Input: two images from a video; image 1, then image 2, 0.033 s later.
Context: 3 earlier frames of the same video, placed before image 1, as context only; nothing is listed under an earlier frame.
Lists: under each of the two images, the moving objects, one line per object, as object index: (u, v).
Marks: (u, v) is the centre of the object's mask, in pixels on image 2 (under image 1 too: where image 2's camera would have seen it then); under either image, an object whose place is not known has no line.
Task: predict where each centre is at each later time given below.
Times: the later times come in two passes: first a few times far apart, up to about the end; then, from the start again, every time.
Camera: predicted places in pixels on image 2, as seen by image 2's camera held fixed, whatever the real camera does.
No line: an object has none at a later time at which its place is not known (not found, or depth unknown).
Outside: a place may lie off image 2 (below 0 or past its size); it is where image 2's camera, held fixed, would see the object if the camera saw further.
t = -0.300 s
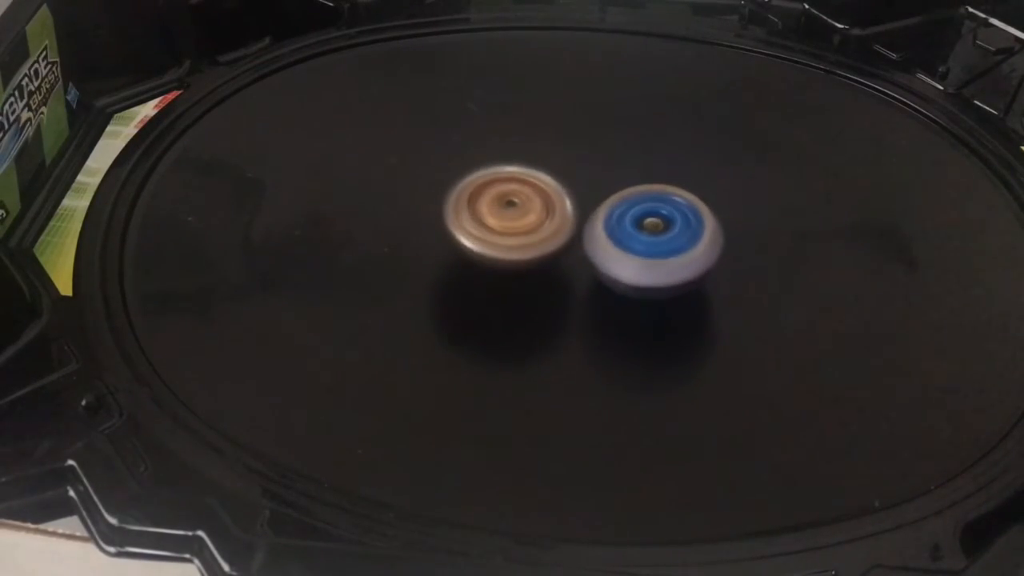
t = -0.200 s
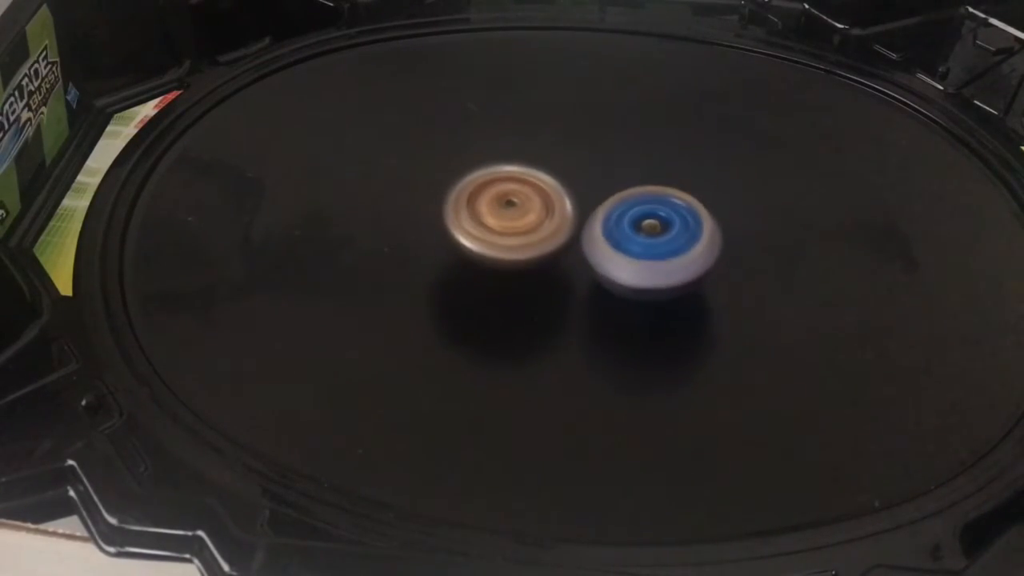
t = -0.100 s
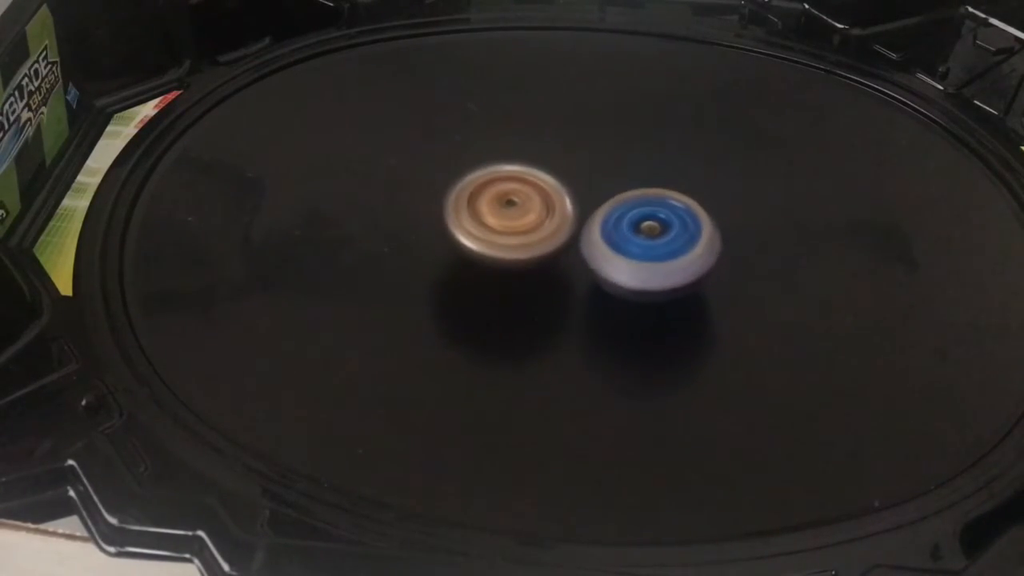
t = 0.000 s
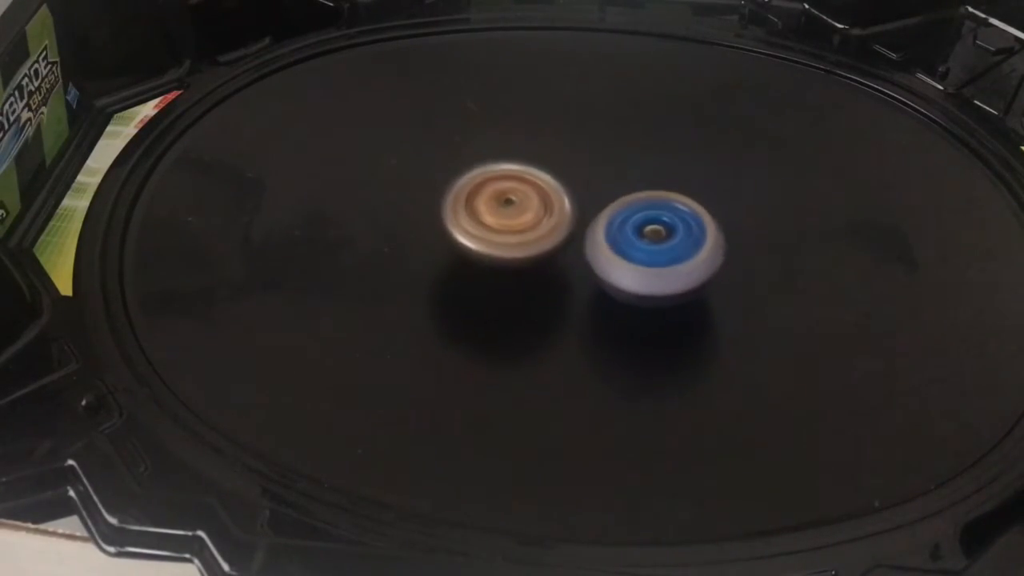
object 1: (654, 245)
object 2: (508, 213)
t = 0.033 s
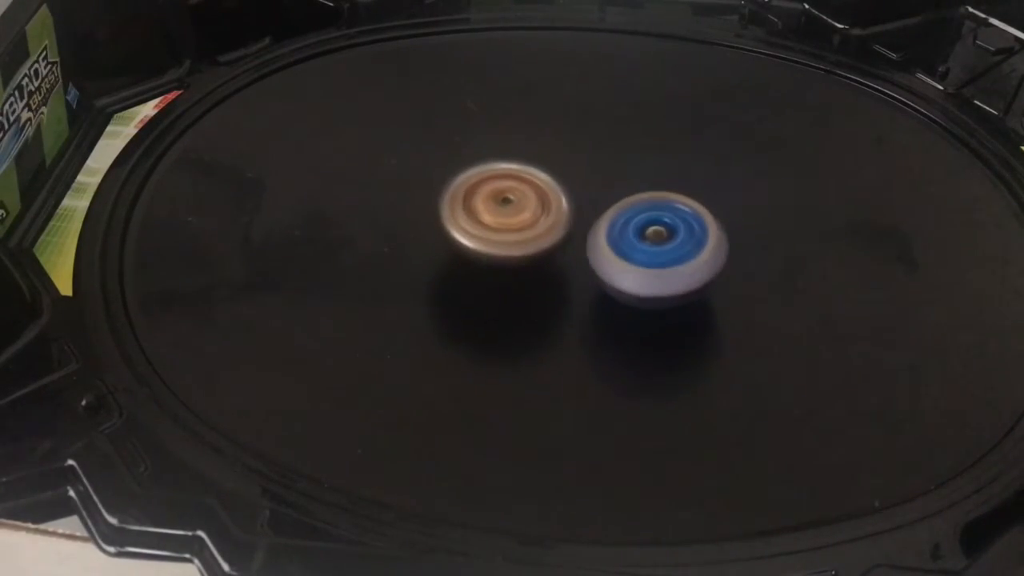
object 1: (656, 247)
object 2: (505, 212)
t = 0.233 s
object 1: (658, 251)
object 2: (514, 216)
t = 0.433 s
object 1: (655, 253)
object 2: (515, 209)
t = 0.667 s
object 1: (668, 259)
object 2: (502, 206)
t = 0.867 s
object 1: (665, 257)
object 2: (508, 214)
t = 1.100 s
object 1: (659, 248)
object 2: (514, 215)
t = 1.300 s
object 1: (670, 243)
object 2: (511, 214)
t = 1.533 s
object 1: (667, 239)
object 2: (516, 220)
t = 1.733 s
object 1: (660, 235)
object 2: (514, 219)
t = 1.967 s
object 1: (665, 235)
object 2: (499, 220)
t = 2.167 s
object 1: (652, 237)
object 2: (501, 225)
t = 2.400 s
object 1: (649, 234)
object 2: (505, 226)
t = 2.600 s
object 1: (656, 234)
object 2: (507, 225)
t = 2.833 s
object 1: (659, 238)
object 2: (515, 220)
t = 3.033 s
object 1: (659, 243)
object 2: (514, 214)
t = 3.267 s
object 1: (655, 250)
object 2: (511, 212)
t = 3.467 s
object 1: (651, 252)
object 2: (510, 213)
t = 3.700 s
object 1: (654, 254)
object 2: (503, 212)
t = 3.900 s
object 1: (647, 251)
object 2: (507, 215)
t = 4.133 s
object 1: (657, 250)
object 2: (507, 217)
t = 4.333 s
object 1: (656, 248)
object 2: (515, 217)
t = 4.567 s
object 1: (658, 245)
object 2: (517, 214)
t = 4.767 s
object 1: (655, 246)
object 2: (512, 214)
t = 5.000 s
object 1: (660, 249)
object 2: (506, 214)
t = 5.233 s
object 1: (661, 254)
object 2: (508, 218)
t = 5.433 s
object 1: (653, 251)
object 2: (512, 218)
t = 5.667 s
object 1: (661, 250)
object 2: (509, 217)
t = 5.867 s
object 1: (655, 247)
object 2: (513, 217)
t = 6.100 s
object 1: (663, 244)
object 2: (514, 214)
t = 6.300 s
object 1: (658, 242)
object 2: (516, 215)
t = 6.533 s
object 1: (659, 245)
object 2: (507, 211)
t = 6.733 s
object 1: (650, 243)
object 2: (508, 214)
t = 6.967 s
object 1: (659, 247)
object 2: (508, 216)
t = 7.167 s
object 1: (650, 236)
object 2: (508, 219)
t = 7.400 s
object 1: (645, 245)
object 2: (504, 217)
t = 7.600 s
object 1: (647, 246)
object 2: (504, 215)
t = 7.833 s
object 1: (642, 251)
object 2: (511, 213)
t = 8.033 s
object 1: (647, 246)
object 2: (512, 211)
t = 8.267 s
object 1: (651, 253)
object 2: (515, 210)
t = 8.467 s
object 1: (625, 272)
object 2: (513, 205)
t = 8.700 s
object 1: (583, 295)
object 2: (521, 202)
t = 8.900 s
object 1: (552, 303)
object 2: (536, 202)
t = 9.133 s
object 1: (497, 297)
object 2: (565, 210)
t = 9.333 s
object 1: (444, 250)
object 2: (577, 230)
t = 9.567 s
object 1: (450, 214)
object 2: (570, 244)
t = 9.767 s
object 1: (452, 207)
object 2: (576, 245)
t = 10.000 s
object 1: (453, 214)
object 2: (577, 255)
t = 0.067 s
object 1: (658, 248)
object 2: (505, 212)
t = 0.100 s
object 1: (659, 249)
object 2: (506, 212)
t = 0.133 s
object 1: (658, 250)
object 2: (508, 213)
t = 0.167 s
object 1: (659, 250)
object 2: (510, 214)
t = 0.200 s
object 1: (658, 251)
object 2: (512, 215)
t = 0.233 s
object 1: (658, 251)
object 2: (514, 216)
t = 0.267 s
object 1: (656, 251)
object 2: (516, 216)
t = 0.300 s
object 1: (656, 251)
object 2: (517, 215)
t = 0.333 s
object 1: (655, 252)
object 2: (517, 213)
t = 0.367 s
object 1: (655, 252)
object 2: (517, 211)
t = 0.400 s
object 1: (656, 253)
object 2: (515, 209)
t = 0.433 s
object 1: (655, 253)
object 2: (515, 209)
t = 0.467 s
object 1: (656, 254)
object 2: (515, 209)
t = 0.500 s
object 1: (654, 254)
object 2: (516, 209)
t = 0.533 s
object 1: (652, 253)
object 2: (516, 210)
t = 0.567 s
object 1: (656, 255)
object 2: (514, 209)
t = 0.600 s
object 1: (663, 258)
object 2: (507, 207)
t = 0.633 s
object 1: (665, 258)
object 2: (504, 207)
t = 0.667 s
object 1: (668, 259)
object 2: (502, 206)
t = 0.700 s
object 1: (668, 259)
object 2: (501, 206)
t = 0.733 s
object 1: (668, 259)
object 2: (502, 207)
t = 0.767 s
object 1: (669, 259)
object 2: (503, 208)
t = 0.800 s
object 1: (667, 259)
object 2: (504, 210)
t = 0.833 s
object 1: (666, 258)
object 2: (506, 212)
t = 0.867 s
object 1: (665, 257)
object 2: (508, 214)
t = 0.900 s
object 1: (662, 256)
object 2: (510, 216)
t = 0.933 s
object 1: (660, 255)
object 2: (513, 218)
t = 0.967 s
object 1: (657, 253)
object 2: (516, 219)
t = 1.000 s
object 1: (658, 252)
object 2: (516, 218)
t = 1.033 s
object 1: (657, 251)
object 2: (516, 217)
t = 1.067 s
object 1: (659, 249)
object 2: (514, 215)
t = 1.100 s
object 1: (659, 248)
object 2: (514, 215)
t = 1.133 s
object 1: (659, 246)
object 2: (515, 214)
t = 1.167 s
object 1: (659, 246)
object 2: (516, 214)
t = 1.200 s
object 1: (659, 245)
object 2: (516, 215)
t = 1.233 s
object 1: (665, 244)
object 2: (513, 213)
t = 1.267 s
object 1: (667, 244)
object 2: (511, 213)
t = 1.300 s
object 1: (670, 243)
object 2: (511, 214)
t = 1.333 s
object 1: (670, 243)
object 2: (510, 215)
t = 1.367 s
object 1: (671, 242)
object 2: (511, 217)
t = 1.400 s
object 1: (671, 242)
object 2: (511, 218)
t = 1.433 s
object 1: (671, 241)
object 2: (512, 219)
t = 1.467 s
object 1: (671, 240)
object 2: (514, 220)
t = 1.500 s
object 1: (669, 240)
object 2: (515, 220)
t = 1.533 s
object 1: (667, 239)
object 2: (516, 220)
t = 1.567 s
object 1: (665, 239)
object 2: (517, 220)
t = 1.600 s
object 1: (662, 238)
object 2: (518, 220)
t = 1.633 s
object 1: (662, 237)
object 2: (517, 220)
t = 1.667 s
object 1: (662, 237)
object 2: (515, 219)
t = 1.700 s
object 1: (661, 235)
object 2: (514, 219)
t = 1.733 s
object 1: (660, 235)
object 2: (514, 219)
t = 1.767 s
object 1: (660, 235)
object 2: (512, 218)
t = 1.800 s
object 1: (664, 235)
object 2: (507, 217)
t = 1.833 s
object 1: (664, 236)
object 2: (504, 217)
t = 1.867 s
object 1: (666, 236)
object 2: (502, 218)
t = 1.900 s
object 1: (665, 236)
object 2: (501, 219)
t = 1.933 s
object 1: (665, 236)
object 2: (500, 219)
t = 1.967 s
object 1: (665, 235)
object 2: (499, 220)
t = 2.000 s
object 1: (664, 237)
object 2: (498, 221)
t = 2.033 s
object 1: (662, 237)
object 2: (498, 222)
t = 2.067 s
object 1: (661, 237)
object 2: (498, 222)
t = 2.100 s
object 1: (658, 237)
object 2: (499, 223)
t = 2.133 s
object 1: (655, 237)
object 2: (500, 224)
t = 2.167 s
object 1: (652, 237)
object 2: (501, 225)
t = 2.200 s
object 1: (648, 236)
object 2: (503, 226)
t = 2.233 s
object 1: (651, 235)
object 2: (502, 225)
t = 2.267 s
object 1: (655, 237)
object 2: (501, 224)
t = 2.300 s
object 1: (654, 235)
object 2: (501, 224)
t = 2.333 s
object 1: (653, 234)
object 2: (502, 225)
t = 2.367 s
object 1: (652, 233)
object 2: (504, 225)
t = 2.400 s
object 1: (649, 234)
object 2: (505, 226)
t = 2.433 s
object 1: (651, 233)
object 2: (505, 226)
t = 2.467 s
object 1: (651, 234)
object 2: (507, 225)
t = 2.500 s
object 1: (651, 234)
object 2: (507, 225)
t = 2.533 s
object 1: (656, 234)
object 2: (506, 224)
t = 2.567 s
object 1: (655, 234)
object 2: (507, 225)
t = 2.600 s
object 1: (656, 234)
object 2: (507, 225)
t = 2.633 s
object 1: (659, 235)
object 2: (508, 225)
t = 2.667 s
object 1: (659, 235)
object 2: (509, 225)
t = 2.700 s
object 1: (659, 236)
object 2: (511, 224)
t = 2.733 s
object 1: (659, 236)
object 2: (512, 224)
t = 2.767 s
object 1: (659, 236)
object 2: (513, 222)
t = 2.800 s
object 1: (660, 238)
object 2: (513, 221)
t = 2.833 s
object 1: (659, 238)
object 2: (515, 220)
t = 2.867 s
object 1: (659, 239)
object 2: (515, 219)
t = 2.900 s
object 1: (659, 240)
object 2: (517, 218)
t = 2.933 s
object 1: (661, 243)
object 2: (515, 216)
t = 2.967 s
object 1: (660, 243)
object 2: (514, 215)
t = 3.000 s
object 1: (660, 243)
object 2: (514, 215)
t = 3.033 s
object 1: (659, 243)
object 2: (514, 214)
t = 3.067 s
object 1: (657, 244)
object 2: (515, 214)
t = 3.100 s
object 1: (655, 245)
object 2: (515, 214)
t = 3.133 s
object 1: (655, 246)
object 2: (515, 214)
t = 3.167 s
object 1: (654, 247)
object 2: (515, 214)
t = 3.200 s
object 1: (654, 248)
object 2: (514, 212)
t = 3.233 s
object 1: (653, 248)
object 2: (513, 212)
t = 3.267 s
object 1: (655, 250)
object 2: (511, 212)
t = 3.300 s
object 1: (654, 251)
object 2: (511, 211)
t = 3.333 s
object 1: (655, 251)
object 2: (510, 212)
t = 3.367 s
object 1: (655, 252)
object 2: (510, 211)
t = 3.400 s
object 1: (653, 252)
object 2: (509, 212)
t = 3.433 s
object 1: (652, 251)
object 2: (509, 212)
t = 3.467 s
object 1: (651, 252)
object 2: (510, 213)
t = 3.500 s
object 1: (650, 253)
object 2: (510, 213)
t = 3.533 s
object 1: (655, 255)
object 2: (504, 210)
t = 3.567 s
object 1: (655, 255)
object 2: (503, 210)
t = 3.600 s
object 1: (656, 255)
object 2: (503, 211)
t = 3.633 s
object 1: (657, 256)
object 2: (502, 212)
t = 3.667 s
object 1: (656, 256)
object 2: (502, 212)
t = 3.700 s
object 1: (654, 254)
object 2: (503, 212)
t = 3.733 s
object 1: (654, 254)
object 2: (503, 213)
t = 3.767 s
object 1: (650, 254)
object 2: (504, 214)
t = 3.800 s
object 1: (648, 252)
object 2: (506, 215)
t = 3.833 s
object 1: (646, 251)
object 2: (507, 216)
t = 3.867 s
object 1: (646, 251)
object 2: (507, 216)
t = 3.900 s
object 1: (647, 251)
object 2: (507, 215)
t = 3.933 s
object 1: (651, 253)
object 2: (505, 214)
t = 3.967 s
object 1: (652, 252)
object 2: (504, 215)
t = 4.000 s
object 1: (654, 250)
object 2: (504, 215)
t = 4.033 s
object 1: (656, 251)
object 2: (504, 215)
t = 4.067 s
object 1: (655, 251)
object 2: (505, 216)
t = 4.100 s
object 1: (655, 250)
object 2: (506, 217)
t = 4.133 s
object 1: (657, 250)
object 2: (507, 217)
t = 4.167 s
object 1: (656, 250)
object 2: (509, 218)
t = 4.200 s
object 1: (654, 249)
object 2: (511, 219)
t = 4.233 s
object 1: (655, 248)
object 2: (512, 219)
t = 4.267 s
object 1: (655, 248)
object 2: (513, 219)
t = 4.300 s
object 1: (655, 248)
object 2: (514, 218)
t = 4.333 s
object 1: (656, 248)
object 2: (515, 217)
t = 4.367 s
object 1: (657, 247)
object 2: (515, 217)
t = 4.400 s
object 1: (659, 246)
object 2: (515, 216)
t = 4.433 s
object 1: (659, 246)
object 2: (515, 216)
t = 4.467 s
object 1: (658, 245)
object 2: (516, 215)
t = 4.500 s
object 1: (658, 244)
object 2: (516, 215)
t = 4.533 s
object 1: (660, 244)
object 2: (517, 214)
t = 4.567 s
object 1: (658, 245)
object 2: (517, 214)
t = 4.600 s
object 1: (658, 247)
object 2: (515, 213)
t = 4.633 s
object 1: (658, 245)
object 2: (515, 213)
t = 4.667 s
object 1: (658, 245)
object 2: (513, 213)
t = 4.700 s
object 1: (659, 247)
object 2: (513, 213)
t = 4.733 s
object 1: (658, 247)
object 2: (512, 214)
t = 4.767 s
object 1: (655, 246)
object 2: (512, 214)
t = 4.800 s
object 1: (656, 246)
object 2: (513, 215)
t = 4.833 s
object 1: (655, 245)
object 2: (513, 215)
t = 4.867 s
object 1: (653, 244)
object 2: (512, 215)
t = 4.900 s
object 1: (654, 246)
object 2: (511, 215)
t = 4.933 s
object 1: (654, 246)
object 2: (510, 215)
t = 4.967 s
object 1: (660, 249)
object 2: (506, 214)
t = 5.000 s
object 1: (660, 249)
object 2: (506, 214)
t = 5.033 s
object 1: (660, 248)
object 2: (506, 215)
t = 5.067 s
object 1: (664, 250)
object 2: (505, 215)
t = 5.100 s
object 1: (665, 251)
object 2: (506, 216)
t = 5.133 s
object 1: (663, 253)
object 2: (506, 216)
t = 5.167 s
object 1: (663, 253)
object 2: (506, 216)
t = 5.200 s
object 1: (663, 253)
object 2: (507, 217)
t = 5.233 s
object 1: (661, 254)
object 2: (508, 218)
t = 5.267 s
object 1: (658, 253)
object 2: (510, 219)
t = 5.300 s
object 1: (656, 253)
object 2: (511, 220)
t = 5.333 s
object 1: (654, 252)
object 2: (513, 220)
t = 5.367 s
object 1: (653, 251)
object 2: (513, 220)
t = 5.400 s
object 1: (653, 251)
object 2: (513, 218)
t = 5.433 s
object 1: (653, 251)
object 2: (512, 218)
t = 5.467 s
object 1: (653, 252)
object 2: (512, 218)
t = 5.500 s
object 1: (655, 249)
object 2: (509, 218)
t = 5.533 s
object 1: (658, 252)
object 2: (509, 216)
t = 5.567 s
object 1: (657, 251)
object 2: (510, 217)
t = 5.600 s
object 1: (656, 250)
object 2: (508, 217)
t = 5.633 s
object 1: (660, 250)
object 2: (507, 216)
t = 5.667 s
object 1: (661, 250)
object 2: (509, 217)
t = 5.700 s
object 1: (660, 252)
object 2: (509, 217)
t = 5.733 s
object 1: (657, 251)
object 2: (508, 217)
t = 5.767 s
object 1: (659, 250)
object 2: (510, 217)
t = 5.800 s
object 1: (659, 249)
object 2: (512, 217)
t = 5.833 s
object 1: (655, 249)
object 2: (512, 218)
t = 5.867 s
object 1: (655, 247)
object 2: (513, 217)
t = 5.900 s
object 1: (655, 246)
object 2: (515, 217)
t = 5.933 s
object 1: (656, 246)
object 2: (515, 217)
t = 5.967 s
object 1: (658, 248)
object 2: (513, 214)
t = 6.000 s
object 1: (657, 247)
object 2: (514, 214)
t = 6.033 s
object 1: (657, 246)
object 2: (514, 215)
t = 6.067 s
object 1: (659, 245)
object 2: (514, 215)
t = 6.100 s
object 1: (663, 244)
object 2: (514, 214)
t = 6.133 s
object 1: (662, 245)
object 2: (515, 215)
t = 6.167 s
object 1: (660, 245)
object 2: (515, 215)
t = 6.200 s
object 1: (658, 243)
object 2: (515, 215)
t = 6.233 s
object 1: (660, 242)
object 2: (516, 215)
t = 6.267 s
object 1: (657, 243)
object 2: (517, 215)
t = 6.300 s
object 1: (658, 242)
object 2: (516, 215)
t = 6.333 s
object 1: (657, 242)
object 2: (516, 214)
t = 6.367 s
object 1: (656, 243)
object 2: (517, 213)
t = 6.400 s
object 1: (660, 242)
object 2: (513, 212)
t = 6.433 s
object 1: (661, 245)
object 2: (509, 210)
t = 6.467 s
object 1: (659, 245)
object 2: (509, 210)
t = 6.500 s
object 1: (658, 244)
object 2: (508, 211)
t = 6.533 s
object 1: (659, 245)
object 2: (507, 211)
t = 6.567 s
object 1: (660, 245)
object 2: (506, 211)
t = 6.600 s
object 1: (657, 247)
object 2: (507, 211)
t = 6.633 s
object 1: (654, 246)
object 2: (506, 212)
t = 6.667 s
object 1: (652, 245)
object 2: (506, 212)
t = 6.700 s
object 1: (651, 243)
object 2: (507, 213)
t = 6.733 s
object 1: (650, 243)
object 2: (508, 214)
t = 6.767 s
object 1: (647, 241)
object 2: (508, 215)
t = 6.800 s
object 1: (646, 241)
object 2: (508, 215)
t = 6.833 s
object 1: (650, 241)
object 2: (507, 215)
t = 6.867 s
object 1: (650, 241)
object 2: (510, 215)
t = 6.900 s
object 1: (653, 243)
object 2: (507, 216)
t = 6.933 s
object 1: (659, 247)
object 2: (505, 215)
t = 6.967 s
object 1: (659, 247)
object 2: (508, 216)
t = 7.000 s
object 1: (656, 246)
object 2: (508, 217)
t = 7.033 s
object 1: (652, 245)
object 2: (507, 217)
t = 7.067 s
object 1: (650, 240)
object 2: (507, 217)
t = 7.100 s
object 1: (648, 237)
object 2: (508, 218)
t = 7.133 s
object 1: (648, 235)
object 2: (508, 219)
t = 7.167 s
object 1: (650, 236)
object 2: (508, 219)
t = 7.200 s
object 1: (652, 238)
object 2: (508, 219)
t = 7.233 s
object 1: (651, 240)
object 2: (509, 218)
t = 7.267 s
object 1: (650, 241)
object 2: (509, 218)
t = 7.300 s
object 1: (653, 243)
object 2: (506, 217)
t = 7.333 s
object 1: (650, 245)
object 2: (506, 216)
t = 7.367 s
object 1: (647, 247)
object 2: (507, 217)
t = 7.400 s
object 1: (645, 245)
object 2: (504, 217)
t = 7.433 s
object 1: (646, 245)
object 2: (503, 215)
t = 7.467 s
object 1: (648, 245)
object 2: (505, 215)
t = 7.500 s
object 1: (648, 245)
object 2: (506, 216)
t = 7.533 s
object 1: (647, 245)
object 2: (505, 216)
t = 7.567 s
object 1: (643, 245)
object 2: (505, 216)
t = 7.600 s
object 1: (647, 246)
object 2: (504, 215)
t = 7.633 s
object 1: (651, 249)
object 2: (506, 213)
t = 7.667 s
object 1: (646, 252)
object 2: (509, 214)
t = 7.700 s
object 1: (646, 252)
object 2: (508, 215)
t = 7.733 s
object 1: (645, 253)
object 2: (507, 213)
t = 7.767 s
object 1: (644, 252)
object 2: (510, 213)
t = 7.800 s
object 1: (643, 252)
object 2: (511, 212)
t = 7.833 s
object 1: (642, 251)
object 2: (511, 213)
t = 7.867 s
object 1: (643, 250)
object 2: (510, 212)
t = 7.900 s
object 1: (643, 248)
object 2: (512, 212)
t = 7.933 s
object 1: (643, 248)
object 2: (512, 211)
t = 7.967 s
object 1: (645, 247)
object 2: (512, 211)
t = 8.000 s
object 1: (646, 247)
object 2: (513, 211)
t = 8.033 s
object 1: (647, 246)
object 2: (512, 211)
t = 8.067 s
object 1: (649, 245)
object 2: (513, 211)
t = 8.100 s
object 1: (651, 245)
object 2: (514, 211)
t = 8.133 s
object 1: (650, 245)
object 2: (514, 213)
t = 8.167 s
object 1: (651, 245)
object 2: (513, 212)
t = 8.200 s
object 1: (651, 246)
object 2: (514, 212)
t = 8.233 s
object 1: (650, 247)
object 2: (516, 212)
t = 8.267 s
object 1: (651, 253)
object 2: (515, 210)
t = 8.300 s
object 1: (651, 255)
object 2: (516, 210)
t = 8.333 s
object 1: (643, 258)
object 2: (517, 211)
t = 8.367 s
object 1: (640, 259)
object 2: (514, 210)
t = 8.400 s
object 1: (633, 261)
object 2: (513, 209)
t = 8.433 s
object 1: (630, 265)
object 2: (514, 208)
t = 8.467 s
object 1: (625, 272)
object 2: (513, 205)
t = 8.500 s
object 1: (621, 275)
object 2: (517, 205)
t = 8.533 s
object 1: (614, 279)
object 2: (517, 205)
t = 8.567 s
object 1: (609, 282)
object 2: (516, 204)
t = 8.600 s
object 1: (602, 288)
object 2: (516, 204)
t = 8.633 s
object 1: (595, 289)
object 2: (518, 202)
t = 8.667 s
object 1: (590, 292)
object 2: (519, 202)
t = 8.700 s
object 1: (583, 295)
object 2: (521, 202)
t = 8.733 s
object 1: (578, 297)
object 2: (523, 203)
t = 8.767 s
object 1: (572, 300)
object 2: (524, 203)
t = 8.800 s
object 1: (567, 301)
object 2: (527, 201)
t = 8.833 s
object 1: (562, 302)
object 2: (530, 203)
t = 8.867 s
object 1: (556, 304)
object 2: (533, 202)
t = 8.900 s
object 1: (552, 303)
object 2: (536, 202)
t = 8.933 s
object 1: (545, 304)
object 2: (538, 203)
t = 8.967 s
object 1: (538, 307)
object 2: (543, 202)
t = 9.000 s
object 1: (529, 304)
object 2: (549, 203)
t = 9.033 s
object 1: (522, 304)
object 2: (554, 205)
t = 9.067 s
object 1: (515, 303)
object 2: (558, 206)
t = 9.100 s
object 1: (508, 299)
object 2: (560, 209)
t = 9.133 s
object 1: (497, 297)
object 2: (565, 210)
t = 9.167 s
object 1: (489, 293)
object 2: (569, 213)
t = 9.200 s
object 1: (475, 283)
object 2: (575, 216)
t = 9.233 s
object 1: (464, 275)
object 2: (578, 219)
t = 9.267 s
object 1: (457, 267)
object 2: (578, 223)
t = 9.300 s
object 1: (451, 257)
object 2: (577, 227)
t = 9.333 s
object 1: (444, 250)
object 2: (577, 230)
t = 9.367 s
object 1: (442, 245)
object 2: (577, 234)
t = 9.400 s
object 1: (443, 240)
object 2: (574, 238)
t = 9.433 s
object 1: (444, 236)
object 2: (573, 240)
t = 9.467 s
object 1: (447, 231)
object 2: (571, 242)
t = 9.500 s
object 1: (447, 226)
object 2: (569, 243)
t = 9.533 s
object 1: (449, 220)
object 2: (570, 244)
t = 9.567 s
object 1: (450, 214)
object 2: (570, 244)
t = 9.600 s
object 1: (451, 210)
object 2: (570, 243)
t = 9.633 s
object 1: (450, 206)
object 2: (575, 242)
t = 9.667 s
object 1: (450, 204)
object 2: (575, 243)
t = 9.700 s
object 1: (450, 204)
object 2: (575, 244)
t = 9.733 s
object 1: (452, 206)
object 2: (576, 246)
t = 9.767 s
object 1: (452, 207)
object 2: (576, 245)
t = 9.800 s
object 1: (452, 209)
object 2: (573, 245)
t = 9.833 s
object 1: (450, 209)
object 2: (572, 247)
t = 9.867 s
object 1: (451, 209)
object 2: (573, 250)
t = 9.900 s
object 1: (452, 210)
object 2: (573, 252)
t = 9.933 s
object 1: (452, 211)
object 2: (575, 253)
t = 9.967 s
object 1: (453, 212)
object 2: (576, 253)
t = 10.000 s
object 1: (453, 214)
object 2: (577, 255)
